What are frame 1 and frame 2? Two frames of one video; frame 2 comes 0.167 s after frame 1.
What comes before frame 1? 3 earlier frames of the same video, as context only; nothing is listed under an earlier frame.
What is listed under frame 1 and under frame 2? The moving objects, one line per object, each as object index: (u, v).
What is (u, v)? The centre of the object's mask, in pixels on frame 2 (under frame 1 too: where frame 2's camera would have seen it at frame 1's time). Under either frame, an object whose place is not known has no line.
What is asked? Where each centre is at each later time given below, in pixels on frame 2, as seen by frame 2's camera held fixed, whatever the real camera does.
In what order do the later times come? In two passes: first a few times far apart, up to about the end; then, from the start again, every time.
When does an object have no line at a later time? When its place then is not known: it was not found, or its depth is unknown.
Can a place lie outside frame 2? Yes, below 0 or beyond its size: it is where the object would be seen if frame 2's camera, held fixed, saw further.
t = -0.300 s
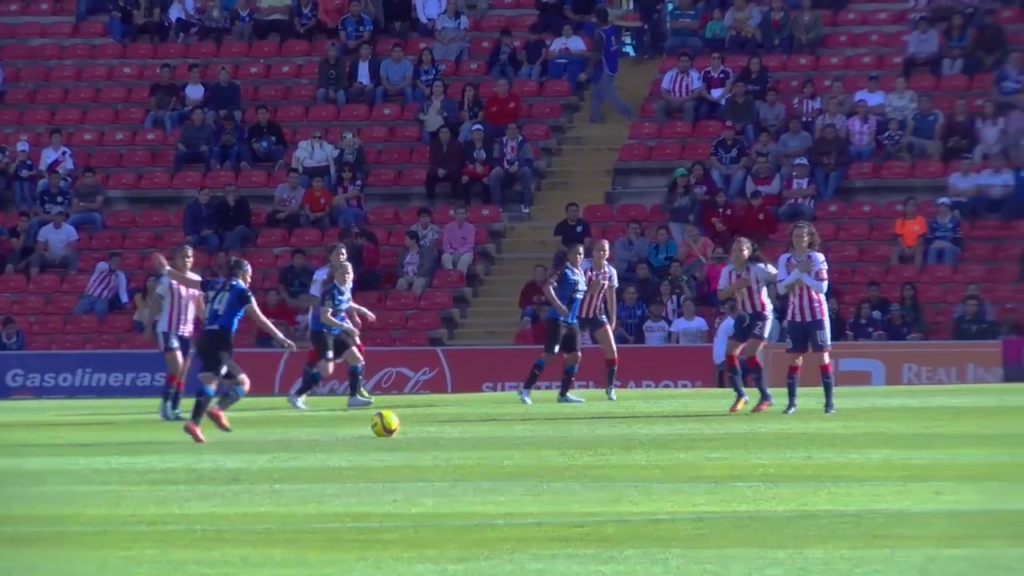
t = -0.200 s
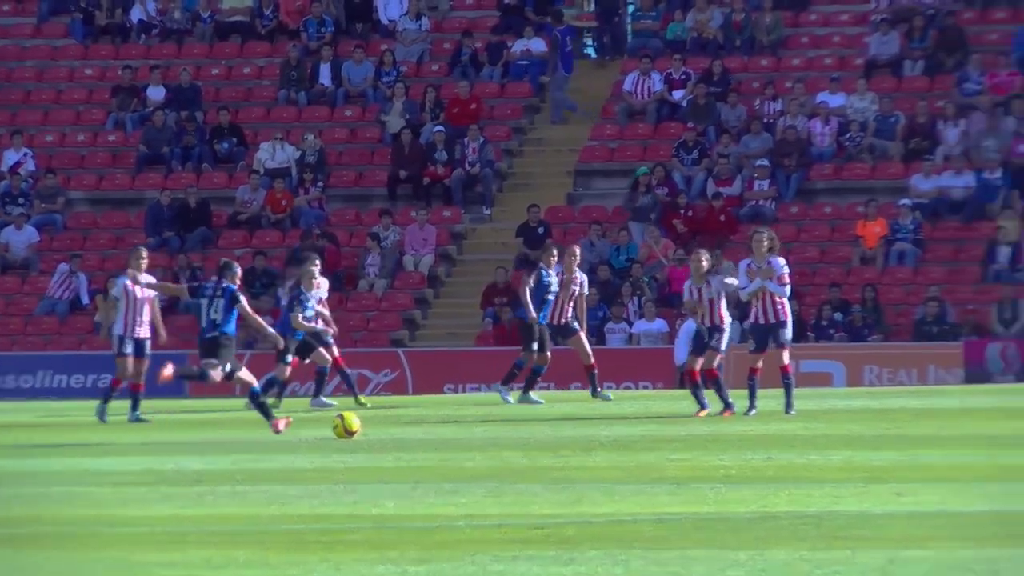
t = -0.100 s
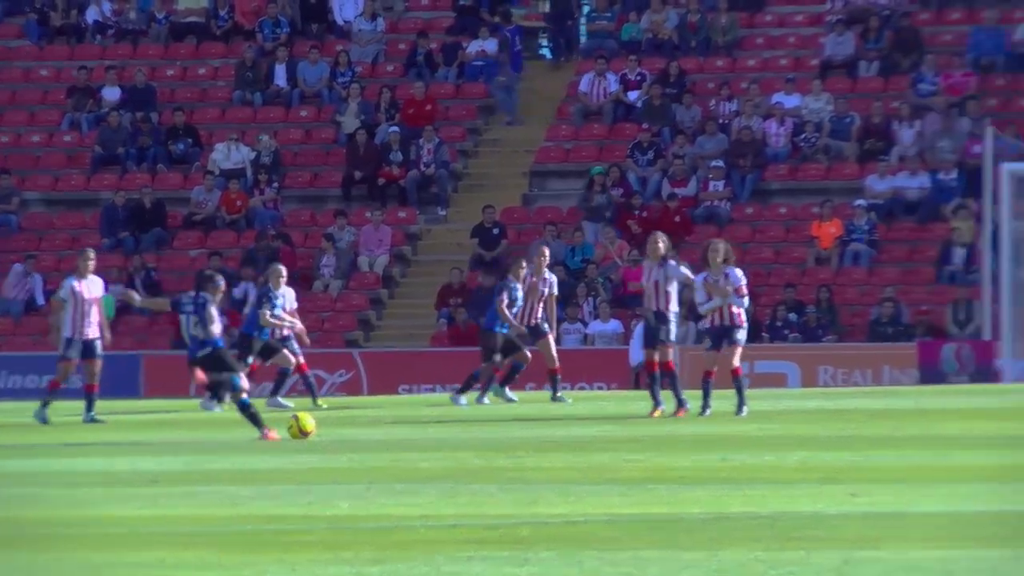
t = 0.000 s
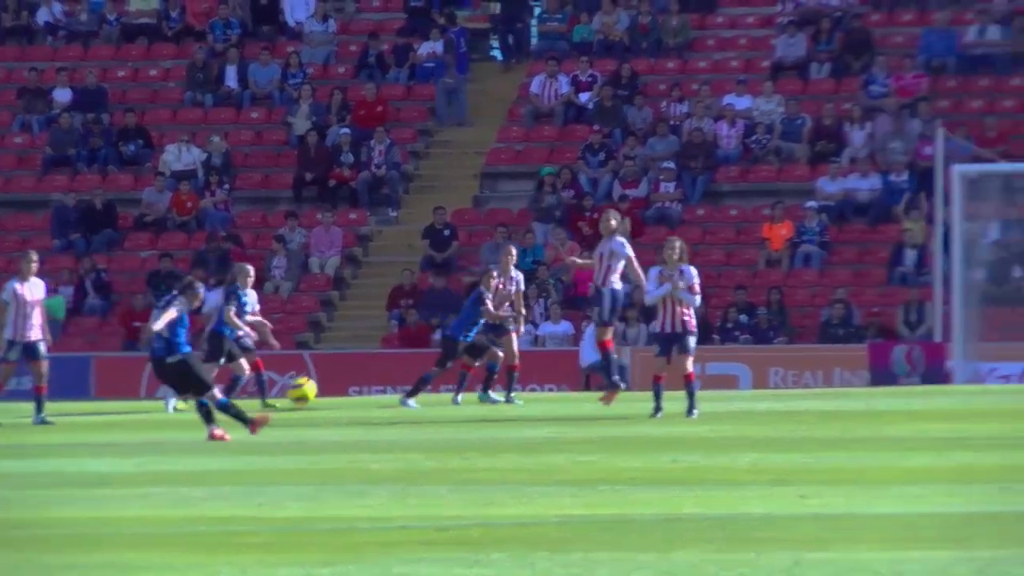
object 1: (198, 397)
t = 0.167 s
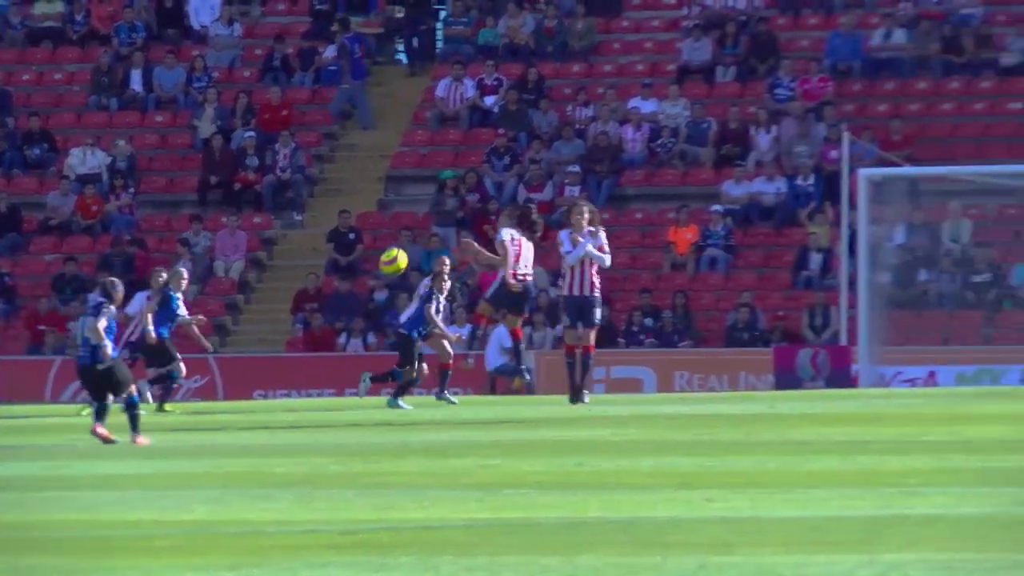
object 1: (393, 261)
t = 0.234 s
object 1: (459, 218)
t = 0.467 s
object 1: (651, 97)
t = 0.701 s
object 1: (805, 25)
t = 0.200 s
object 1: (428, 239)
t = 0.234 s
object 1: (459, 218)
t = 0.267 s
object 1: (490, 198)
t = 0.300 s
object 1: (519, 178)
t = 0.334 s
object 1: (548, 160)
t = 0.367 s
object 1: (575, 142)
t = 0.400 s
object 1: (601, 126)
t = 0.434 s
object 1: (627, 112)
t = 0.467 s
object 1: (651, 97)
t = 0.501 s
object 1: (676, 84)
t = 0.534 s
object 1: (699, 72)
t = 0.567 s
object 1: (722, 60)
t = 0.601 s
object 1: (743, 50)
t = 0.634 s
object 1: (764, 40)
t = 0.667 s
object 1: (785, 33)
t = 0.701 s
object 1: (805, 25)
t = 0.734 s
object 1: (824, 18)
